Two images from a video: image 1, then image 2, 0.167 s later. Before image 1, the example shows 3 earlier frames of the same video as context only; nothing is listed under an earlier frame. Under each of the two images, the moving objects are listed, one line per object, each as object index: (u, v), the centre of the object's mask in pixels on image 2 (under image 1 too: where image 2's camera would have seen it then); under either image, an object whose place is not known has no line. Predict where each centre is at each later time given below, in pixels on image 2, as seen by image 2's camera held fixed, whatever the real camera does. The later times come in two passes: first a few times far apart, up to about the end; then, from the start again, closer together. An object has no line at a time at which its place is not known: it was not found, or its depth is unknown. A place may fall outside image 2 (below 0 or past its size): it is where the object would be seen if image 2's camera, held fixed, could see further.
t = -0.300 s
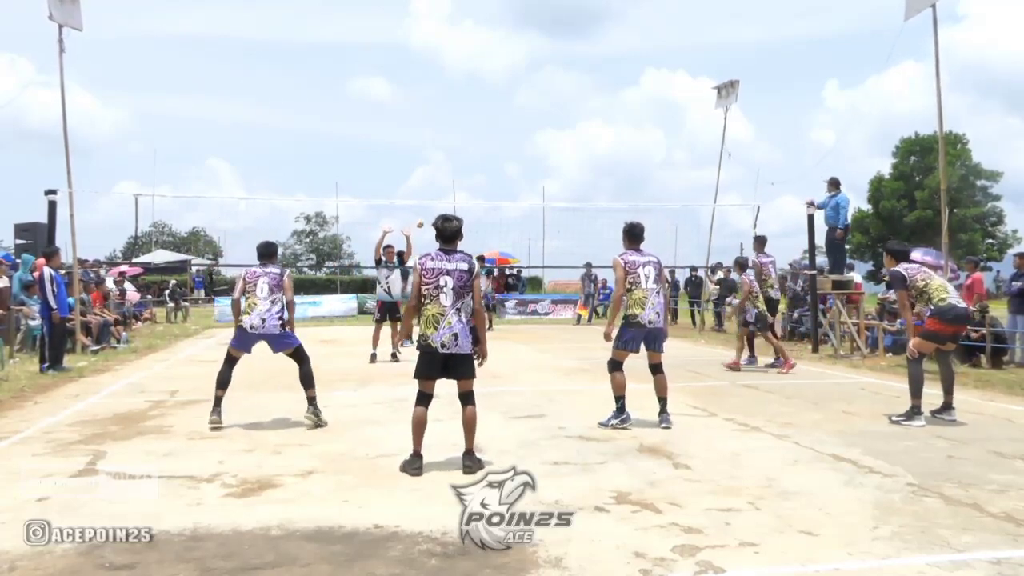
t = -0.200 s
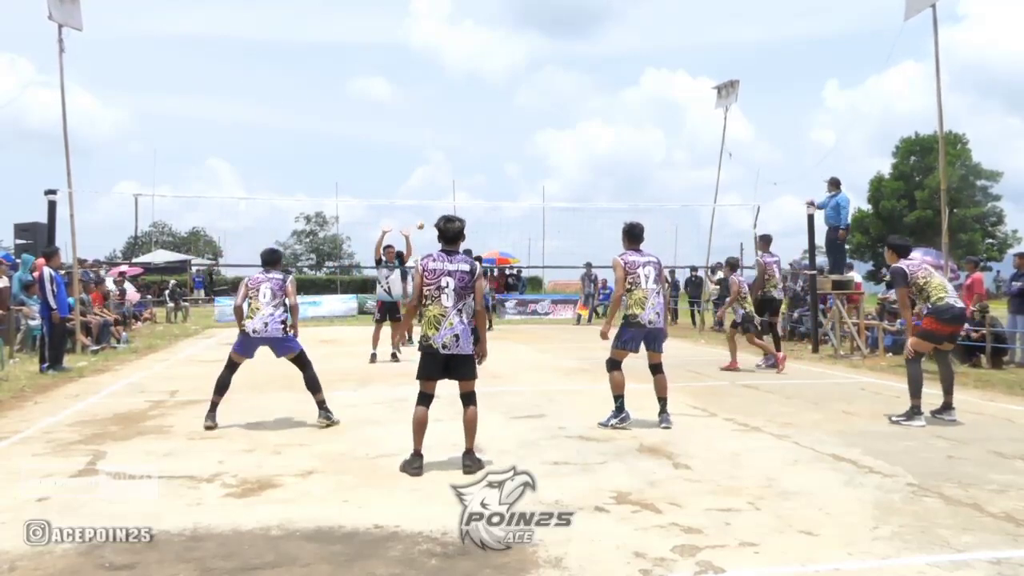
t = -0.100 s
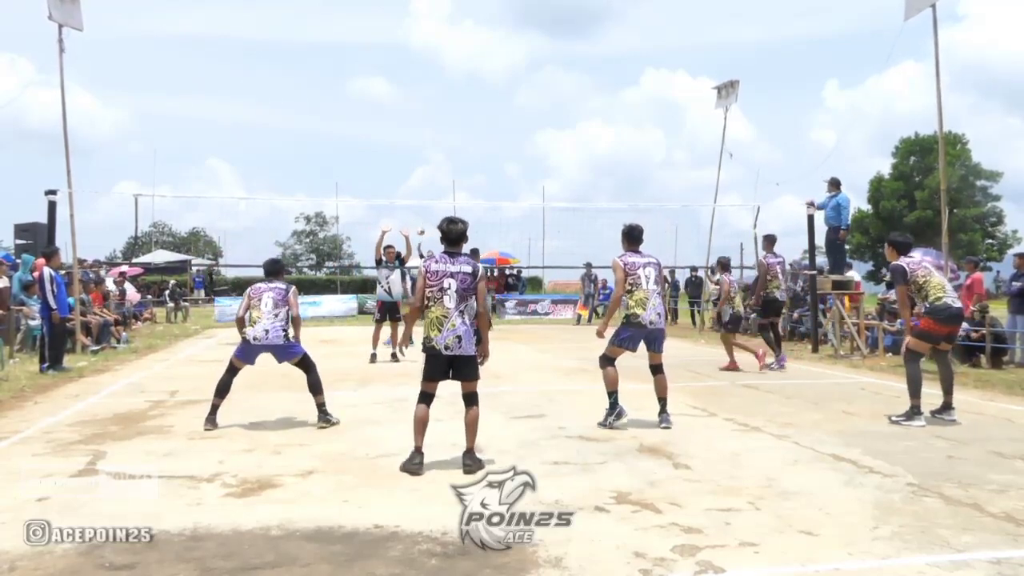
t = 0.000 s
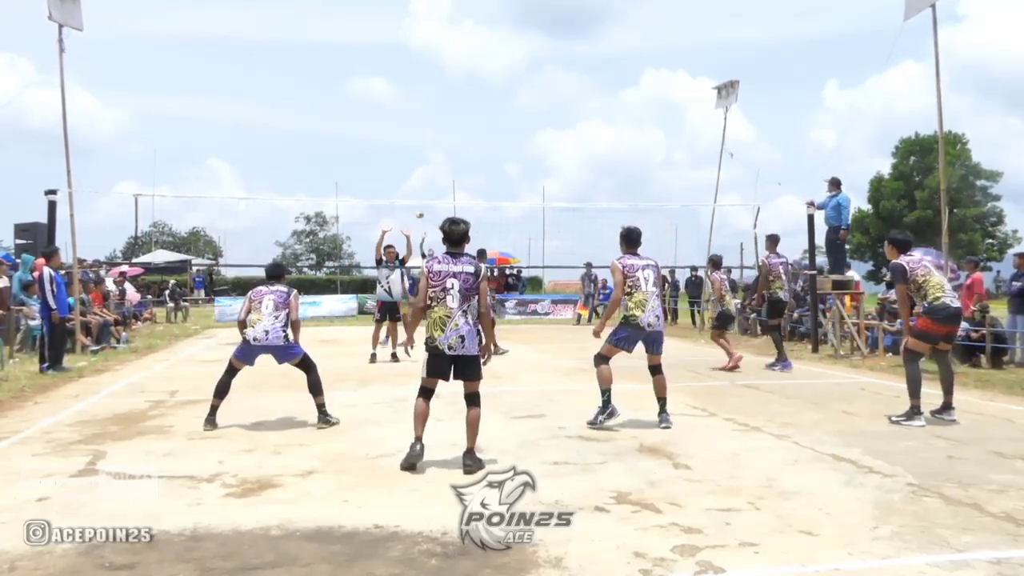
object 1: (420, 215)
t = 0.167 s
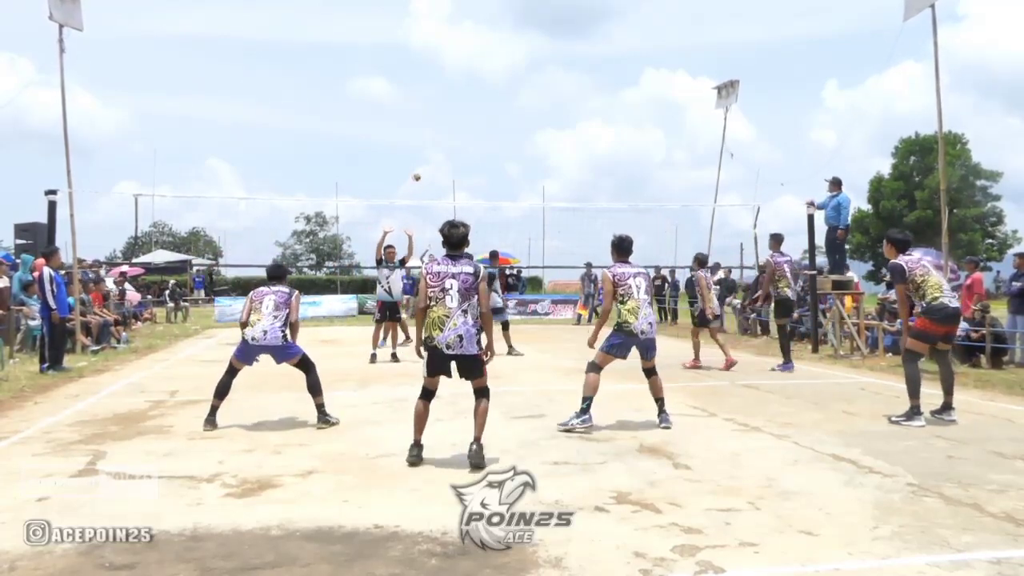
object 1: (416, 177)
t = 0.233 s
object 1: (415, 164)
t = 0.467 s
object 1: (408, 127)
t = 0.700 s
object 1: (402, 114)
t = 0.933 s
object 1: (394, 137)
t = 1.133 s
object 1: (386, 208)
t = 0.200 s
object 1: (415, 170)
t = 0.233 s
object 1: (415, 164)
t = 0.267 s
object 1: (413, 157)
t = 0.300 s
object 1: (412, 151)
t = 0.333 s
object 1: (411, 146)
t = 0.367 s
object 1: (410, 140)
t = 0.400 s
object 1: (409, 135)
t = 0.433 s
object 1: (408, 131)
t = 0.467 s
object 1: (408, 127)
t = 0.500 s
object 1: (407, 124)
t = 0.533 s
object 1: (406, 121)
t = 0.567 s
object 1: (405, 118)
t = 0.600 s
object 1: (404, 116)
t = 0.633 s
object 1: (403, 115)
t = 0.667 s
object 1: (403, 114)
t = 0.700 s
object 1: (402, 114)
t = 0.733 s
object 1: (401, 116)
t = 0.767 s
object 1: (400, 117)
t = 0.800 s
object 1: (399, 119)
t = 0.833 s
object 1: (398, 123)
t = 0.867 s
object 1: (396, 126)
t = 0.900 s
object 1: (395, 131)
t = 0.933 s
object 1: (394, 137)
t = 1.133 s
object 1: (386, 208)
